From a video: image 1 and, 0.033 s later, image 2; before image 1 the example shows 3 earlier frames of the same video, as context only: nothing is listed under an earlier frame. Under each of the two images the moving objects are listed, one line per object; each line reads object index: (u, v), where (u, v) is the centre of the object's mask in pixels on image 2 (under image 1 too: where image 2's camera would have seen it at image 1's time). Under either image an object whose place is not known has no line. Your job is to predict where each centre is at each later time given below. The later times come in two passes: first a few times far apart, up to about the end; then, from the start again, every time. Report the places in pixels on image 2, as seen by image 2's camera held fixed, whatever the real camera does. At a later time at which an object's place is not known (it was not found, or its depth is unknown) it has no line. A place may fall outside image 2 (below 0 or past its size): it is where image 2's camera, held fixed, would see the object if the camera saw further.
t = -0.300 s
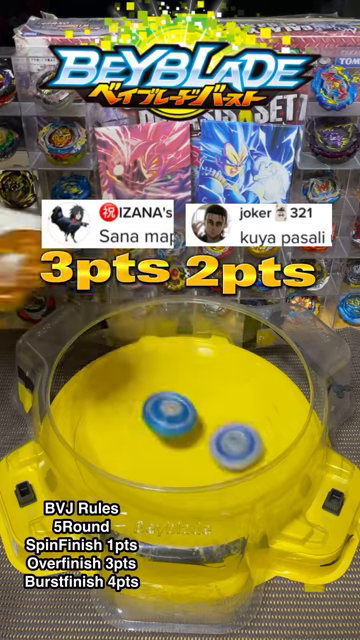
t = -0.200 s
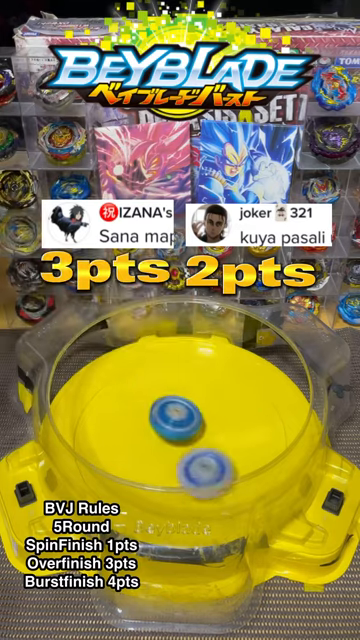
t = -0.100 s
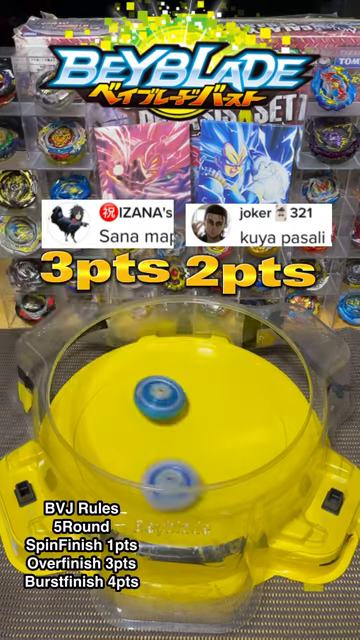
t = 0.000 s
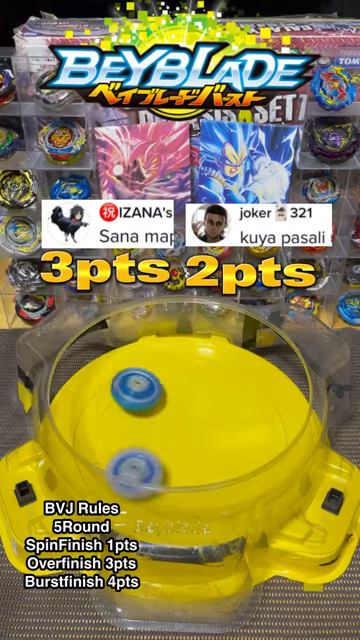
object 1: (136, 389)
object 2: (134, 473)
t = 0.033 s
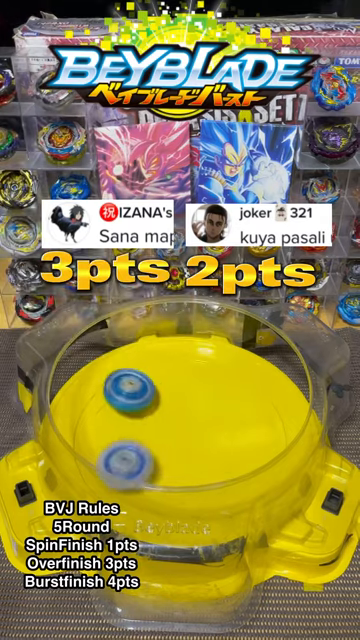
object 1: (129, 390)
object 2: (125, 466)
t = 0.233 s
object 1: (120, 377)
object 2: (104, 439)
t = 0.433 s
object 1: (162, 358)
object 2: (115, 441)
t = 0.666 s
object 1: (179, 349)
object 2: (129, 450)
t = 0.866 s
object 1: (145, 395)
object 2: (139, 443)
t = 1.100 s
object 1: (160, 420)
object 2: (137, 471)
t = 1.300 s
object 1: (217, 419)
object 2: (123, 462)
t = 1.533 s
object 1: (225, 355)
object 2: (169, 436)
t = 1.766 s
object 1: (160, 362)
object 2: (227, 452)
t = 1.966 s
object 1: (144, 446)
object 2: (226, 489)
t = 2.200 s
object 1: (184, 431)
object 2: (177, 520)
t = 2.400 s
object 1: (194, 397)
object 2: (122, 427)
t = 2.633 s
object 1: (223, 415)
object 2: (179, 344)
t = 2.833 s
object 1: (208, 429)
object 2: (271, 396)
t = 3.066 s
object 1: (173, 422)
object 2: (181, 510)
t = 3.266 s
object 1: (177, 428)
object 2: (85, 408)
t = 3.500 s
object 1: (202, 439)
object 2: (240, 356)
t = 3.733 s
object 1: (194, 430)
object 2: (253, 437)
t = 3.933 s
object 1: (129, 429)
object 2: (168, 477)
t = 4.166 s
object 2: (188, 542)
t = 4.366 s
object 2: (212, 562)
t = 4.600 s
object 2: (218, 589)
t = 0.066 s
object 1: (122, 393)
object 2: (118, 455)
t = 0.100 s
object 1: (116, 396)
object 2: (113, 445)
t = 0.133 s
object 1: (114, 391)
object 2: (108, 443)
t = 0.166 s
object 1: (115, 384)
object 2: (104, 443)
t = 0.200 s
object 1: (117, 380)
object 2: (103, 441)
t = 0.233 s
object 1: (120, 377)
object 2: (104, 439)
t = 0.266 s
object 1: (123, 376)
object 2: (106, 434)
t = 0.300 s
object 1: (127, 377)
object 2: (109, 430)
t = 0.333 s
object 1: (132, 380)
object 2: (114, 425)
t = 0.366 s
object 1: (140, 376)
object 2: (115, 426)
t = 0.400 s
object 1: (151, 366)
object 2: (115, 434)
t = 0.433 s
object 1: (162, 358)
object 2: (115, 441)
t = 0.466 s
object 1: (170, 351)
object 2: (116, 446)
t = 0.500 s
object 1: (177, 346)
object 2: (118, 449)
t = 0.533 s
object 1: (181, 342)
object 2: (120, 451)
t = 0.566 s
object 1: (183, 342)
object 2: (123, 452)
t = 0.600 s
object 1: (183, 344)
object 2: (124, 452)
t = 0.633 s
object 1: (181, 346)
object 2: (126, 452)
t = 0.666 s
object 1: (179, 349)
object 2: (129, 450)
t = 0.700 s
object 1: (175, 354)
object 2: (130, 449)
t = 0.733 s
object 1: (170, 361)
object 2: (132, 448)
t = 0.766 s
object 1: (164, 368)
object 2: (134, 446)
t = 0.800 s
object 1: (157, 376)
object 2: (136, 445)
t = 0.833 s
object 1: (150, 386)
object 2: (137, 444)
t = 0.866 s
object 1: (145, 395)
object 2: (139, 443)
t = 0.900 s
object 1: (141, 400)
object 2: (141, 448)
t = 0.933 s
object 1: (140, 403)
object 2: (141, 454)
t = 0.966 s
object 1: (141, 407)
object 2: (142, 460)
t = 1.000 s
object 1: (143, 410)
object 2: (141, 463)
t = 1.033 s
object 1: (147, 413)
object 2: (141, 467)
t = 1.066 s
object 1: (153, 417)
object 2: (139, 470)
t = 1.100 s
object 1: (160, 420)
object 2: (137, 471)
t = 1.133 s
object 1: (169, 423)
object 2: (135, 472)
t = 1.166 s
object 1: (178, 424)
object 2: (133, 472)
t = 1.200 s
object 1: (188, 425)
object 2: (130, 471)
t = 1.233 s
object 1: (198, 425)
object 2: (127, 469)
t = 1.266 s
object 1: (208, 422)
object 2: (124, 466)
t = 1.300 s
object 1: (217, 419)
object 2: (123, 462)
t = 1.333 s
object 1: (225, 413)
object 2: (124, 457)
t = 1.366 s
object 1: (233, 404)
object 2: (127, 452)
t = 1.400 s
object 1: (237, 394)
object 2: (133, 447)
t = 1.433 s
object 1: (238, 383)
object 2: (141, 443)
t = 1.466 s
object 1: (237, 373)
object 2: (150, 439)
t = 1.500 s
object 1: (232, 362)
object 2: (159, 437)
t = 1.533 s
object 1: (225, 355)
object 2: (169, 436)
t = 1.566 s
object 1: (218, 349)
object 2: (180, 435)
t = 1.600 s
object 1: (210, 344)
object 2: (190, 436)
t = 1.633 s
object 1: (201, 344)
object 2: (199, 438)
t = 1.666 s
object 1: (191, 345)
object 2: (208, 440)
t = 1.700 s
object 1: (181, 348)
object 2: (216, 443)
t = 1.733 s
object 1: (171, 353)
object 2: (222, 447)
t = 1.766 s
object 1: (160, 362)
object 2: (227, 452)
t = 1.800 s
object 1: (151, 373)
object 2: (231, 457)
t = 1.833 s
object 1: (144, 385)
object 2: (234, 463)
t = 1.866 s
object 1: (138, 400)
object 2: (234, 470)
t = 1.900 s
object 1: (136, 415)
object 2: (234, 476)
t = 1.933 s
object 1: (137, 430)
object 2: (230, 483)
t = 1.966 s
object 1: (144, 446)
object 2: (226, 489)
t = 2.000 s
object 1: (159, 460)
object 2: (220, 493)
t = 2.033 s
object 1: (170, 462)
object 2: (219, 503)
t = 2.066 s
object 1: (170, 459)
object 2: (226, 510)
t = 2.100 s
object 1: (173, 452)
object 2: (227, 521)
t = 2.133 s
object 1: (176, 446)
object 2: (215, 525)
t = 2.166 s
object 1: (180, 439)
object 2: (196, 524)
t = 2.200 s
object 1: (184, 431)
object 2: (177, 520)
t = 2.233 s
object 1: (188, 423)
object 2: (160, 512)
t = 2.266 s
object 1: (192, 417)
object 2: (145, 500)
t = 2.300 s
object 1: (194, 410)
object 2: (130, 484)
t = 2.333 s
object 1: (196, 405)
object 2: (122, 465)
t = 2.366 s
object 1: (196, 401)
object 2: (120, 446)
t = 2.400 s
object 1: (194, 397)
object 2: (122, 427)
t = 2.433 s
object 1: (193, 395)
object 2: (130, 409)
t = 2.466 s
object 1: (191, 395)
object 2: (140, 392)
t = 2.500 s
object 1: (201, 398)
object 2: (142, 375)
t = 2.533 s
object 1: (209, 401)
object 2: (147, 359)
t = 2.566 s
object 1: (216, 406)
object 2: (156, 346)
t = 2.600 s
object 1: (221, 411)
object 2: (166, 342)
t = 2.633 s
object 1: (223, 415)
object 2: (179, 344)
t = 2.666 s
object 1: (224, 420)
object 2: (195, 349)
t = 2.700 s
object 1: (223, 423)
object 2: (210, 356)
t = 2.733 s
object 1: (220, 425)
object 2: (225, 365)
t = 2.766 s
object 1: (217, 427)
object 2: (241, 373)
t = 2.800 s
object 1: (212, 428)
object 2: (258, 383)
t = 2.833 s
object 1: (208, 429)
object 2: (271, 396)
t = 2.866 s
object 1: (203, 429)
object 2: (280, 412)
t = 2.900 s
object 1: (198, 429)
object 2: (282, 431)
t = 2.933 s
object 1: (191, 428)
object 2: (279, 452)
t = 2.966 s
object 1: (185, 426)
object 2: (267, 473)
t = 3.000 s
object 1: (180, 424)
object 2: (242, 491)
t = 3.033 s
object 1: (176, 423)
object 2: (212, 503)
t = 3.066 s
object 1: (173, 422)
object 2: (181, 510)
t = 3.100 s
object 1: (171, 421)
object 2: (150, 506)
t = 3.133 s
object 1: (171, 422)
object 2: (123, 491)
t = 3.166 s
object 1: (171, 424)
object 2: (98, 475)
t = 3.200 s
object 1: (172, 425)
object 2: (84, 454)
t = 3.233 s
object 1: (174, 426)
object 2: (81, 431)
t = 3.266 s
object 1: (177, 428)
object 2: (85, 408)
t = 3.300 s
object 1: (180, 429)
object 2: (99, 387)
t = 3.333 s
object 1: (183, 431)
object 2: (119, 369)
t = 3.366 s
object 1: (186, 432)
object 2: (143, 354)
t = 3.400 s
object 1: (191, 434)
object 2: (169, 343)
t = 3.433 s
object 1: (195, 436)
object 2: (194, 342)
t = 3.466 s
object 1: (199, 438)
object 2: (218, 349)
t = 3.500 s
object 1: (202, 439)
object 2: (240, 356)
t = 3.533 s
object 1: (205, 439)
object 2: (261, 365)
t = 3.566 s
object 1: (206, 438)
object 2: (278, 376)
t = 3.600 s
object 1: (207, 437)
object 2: (291, 390)
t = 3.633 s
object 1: (207, 435)
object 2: (302, 402)
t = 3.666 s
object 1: (205, 434)
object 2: (285, 413)
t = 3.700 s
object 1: (202, 432)
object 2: (266, 426)
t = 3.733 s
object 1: (194, 430)
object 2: (253, 437)
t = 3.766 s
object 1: (180, 428)
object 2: (244, 449)
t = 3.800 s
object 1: (166, 427)
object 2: (234, 459)
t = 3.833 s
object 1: (154, 425)
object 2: (220, 469)
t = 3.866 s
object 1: (144, 425)
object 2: (205, 475)
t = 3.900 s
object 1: (136, 427)
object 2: (187, 478)
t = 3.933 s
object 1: (129, 429)
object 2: (168, 477)
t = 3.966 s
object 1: (123, 430)
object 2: (153, 474)
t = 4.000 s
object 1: (100, 404)
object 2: (160, 492)
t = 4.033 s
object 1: (86, 380)
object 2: (168, 510)
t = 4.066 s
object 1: (78, 363)
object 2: (175, 521)
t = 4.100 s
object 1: (70, 354)
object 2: (182, 533)
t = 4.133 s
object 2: (185, 537)
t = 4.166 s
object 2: (188, 542)
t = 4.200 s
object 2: (193, 551)
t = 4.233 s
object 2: (199, 566)
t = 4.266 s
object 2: (213, 573)
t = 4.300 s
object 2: (219, 566)
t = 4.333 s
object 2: (214, 557)
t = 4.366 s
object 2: (212, 562)
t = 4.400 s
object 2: (214, 572)
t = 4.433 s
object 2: (218, 575)
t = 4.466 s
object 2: (225, 577)
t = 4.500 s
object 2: (228, 580)
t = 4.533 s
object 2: (233, 588)
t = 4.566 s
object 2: (228, 587)
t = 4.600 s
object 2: (218, 589)
